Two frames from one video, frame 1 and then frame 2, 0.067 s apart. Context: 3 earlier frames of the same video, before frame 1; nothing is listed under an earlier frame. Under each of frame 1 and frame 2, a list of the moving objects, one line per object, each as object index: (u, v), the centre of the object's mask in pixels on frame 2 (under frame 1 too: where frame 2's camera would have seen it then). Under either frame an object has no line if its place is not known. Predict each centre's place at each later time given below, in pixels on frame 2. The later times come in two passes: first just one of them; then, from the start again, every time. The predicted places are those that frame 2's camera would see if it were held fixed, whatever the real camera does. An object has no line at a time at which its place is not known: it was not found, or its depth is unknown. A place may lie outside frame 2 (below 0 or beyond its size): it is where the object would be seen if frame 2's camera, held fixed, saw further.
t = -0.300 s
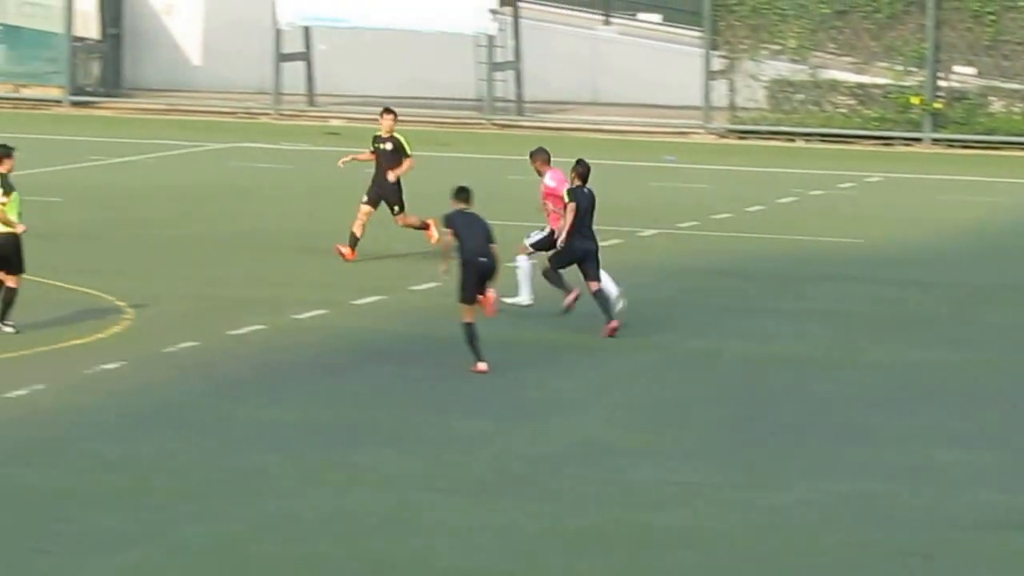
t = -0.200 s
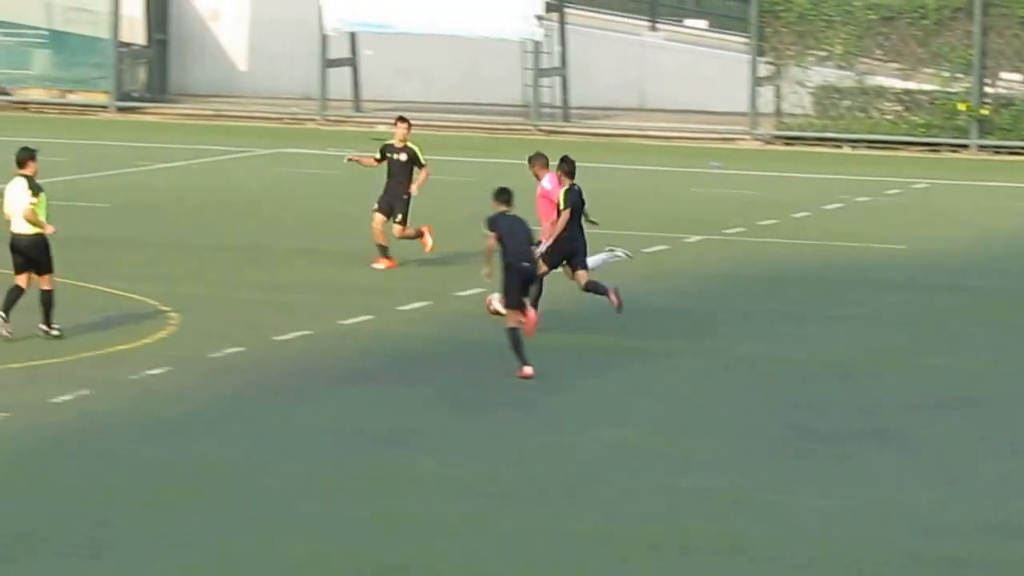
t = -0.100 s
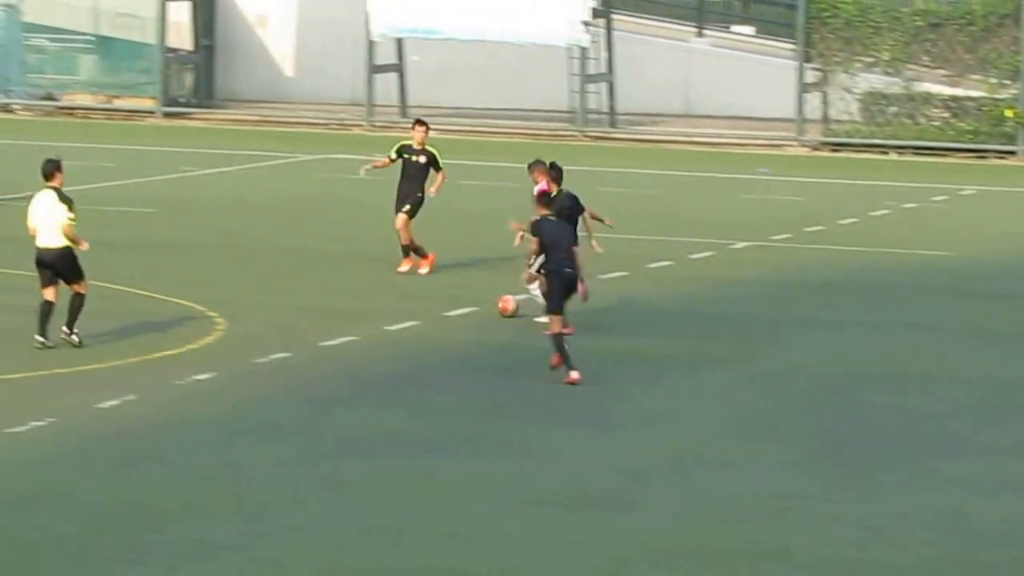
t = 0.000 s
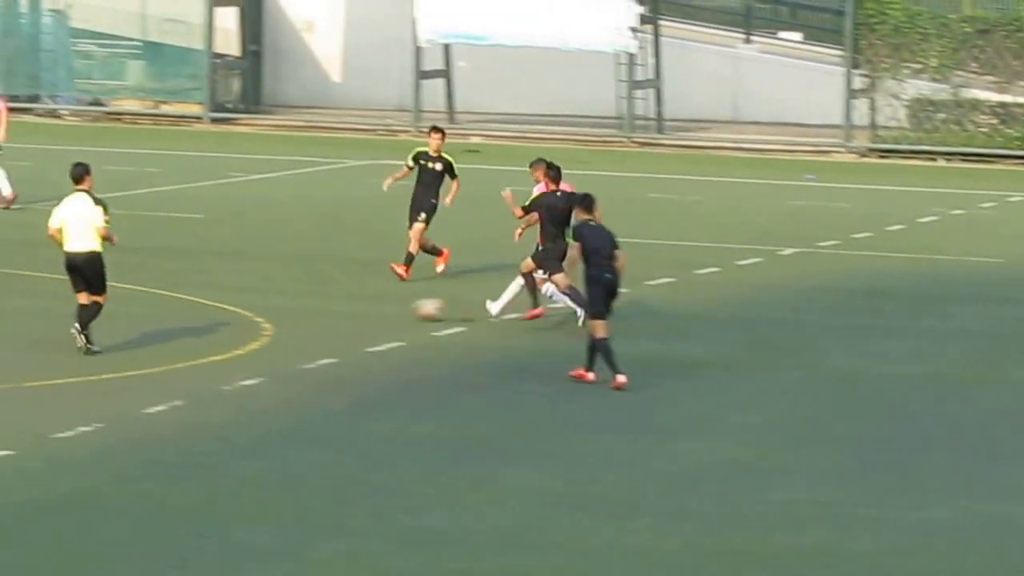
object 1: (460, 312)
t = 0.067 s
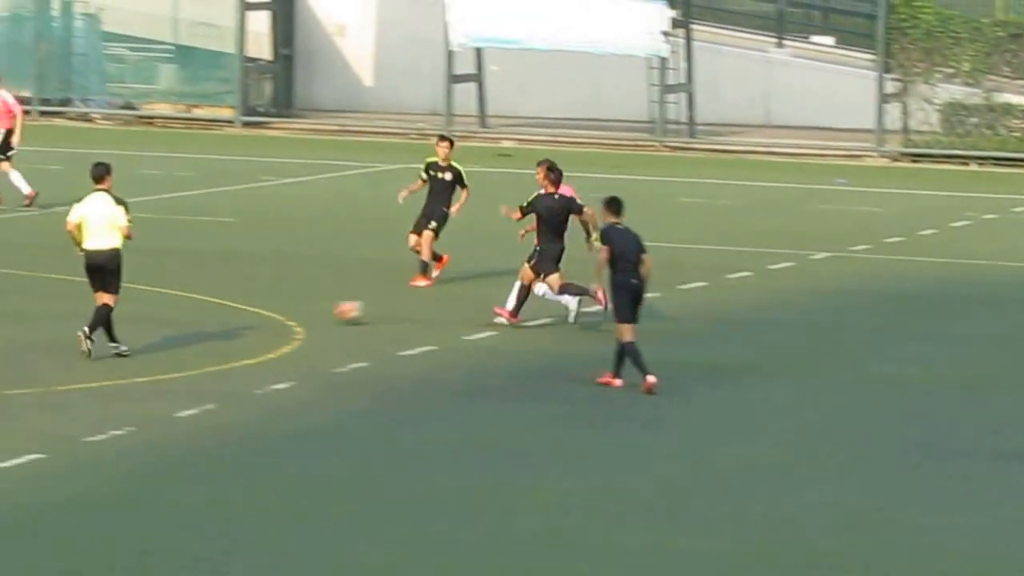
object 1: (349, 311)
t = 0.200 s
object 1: (139, 311)
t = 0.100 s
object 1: (293, 313)
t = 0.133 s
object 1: (239, 314)
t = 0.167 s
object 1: (189, 312)
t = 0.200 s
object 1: (139, 311)
